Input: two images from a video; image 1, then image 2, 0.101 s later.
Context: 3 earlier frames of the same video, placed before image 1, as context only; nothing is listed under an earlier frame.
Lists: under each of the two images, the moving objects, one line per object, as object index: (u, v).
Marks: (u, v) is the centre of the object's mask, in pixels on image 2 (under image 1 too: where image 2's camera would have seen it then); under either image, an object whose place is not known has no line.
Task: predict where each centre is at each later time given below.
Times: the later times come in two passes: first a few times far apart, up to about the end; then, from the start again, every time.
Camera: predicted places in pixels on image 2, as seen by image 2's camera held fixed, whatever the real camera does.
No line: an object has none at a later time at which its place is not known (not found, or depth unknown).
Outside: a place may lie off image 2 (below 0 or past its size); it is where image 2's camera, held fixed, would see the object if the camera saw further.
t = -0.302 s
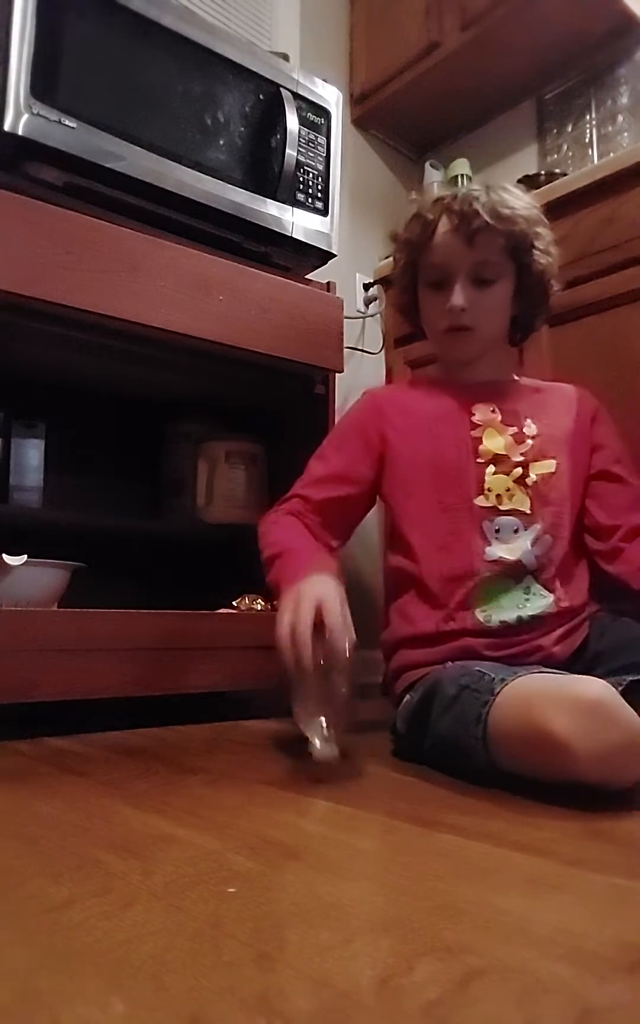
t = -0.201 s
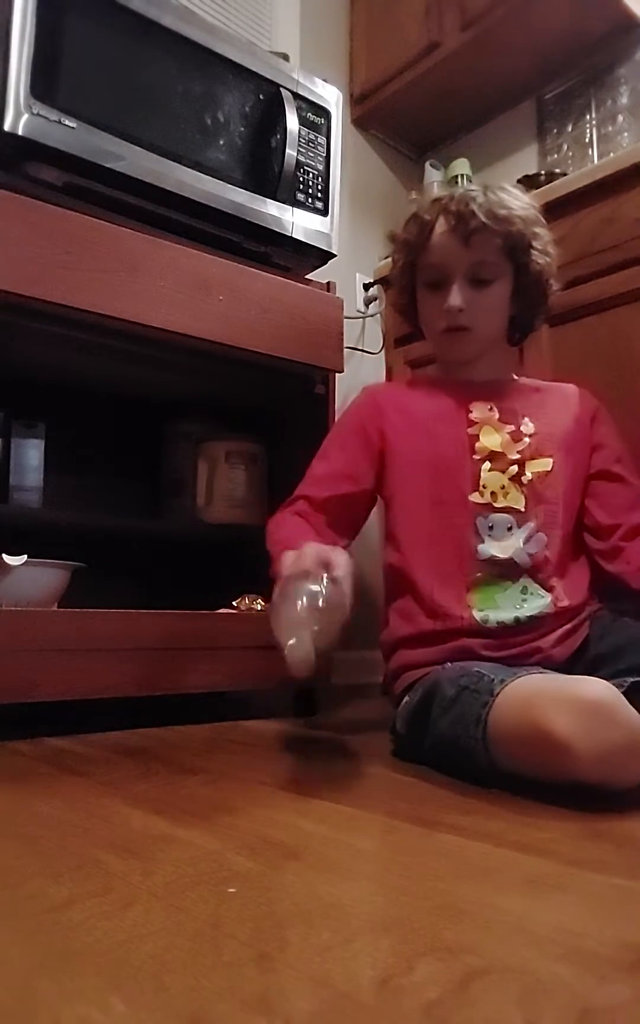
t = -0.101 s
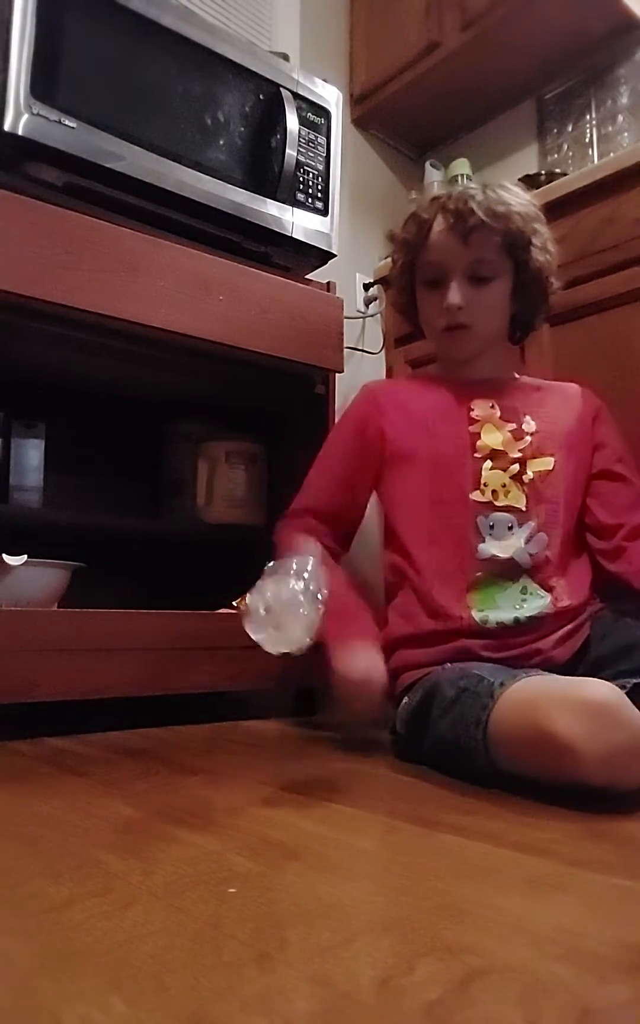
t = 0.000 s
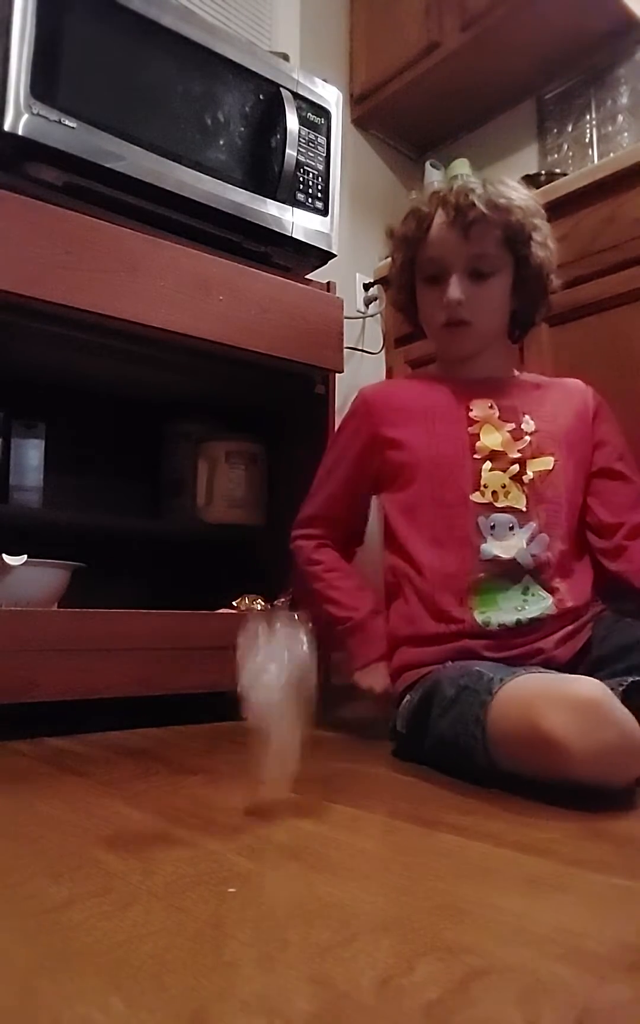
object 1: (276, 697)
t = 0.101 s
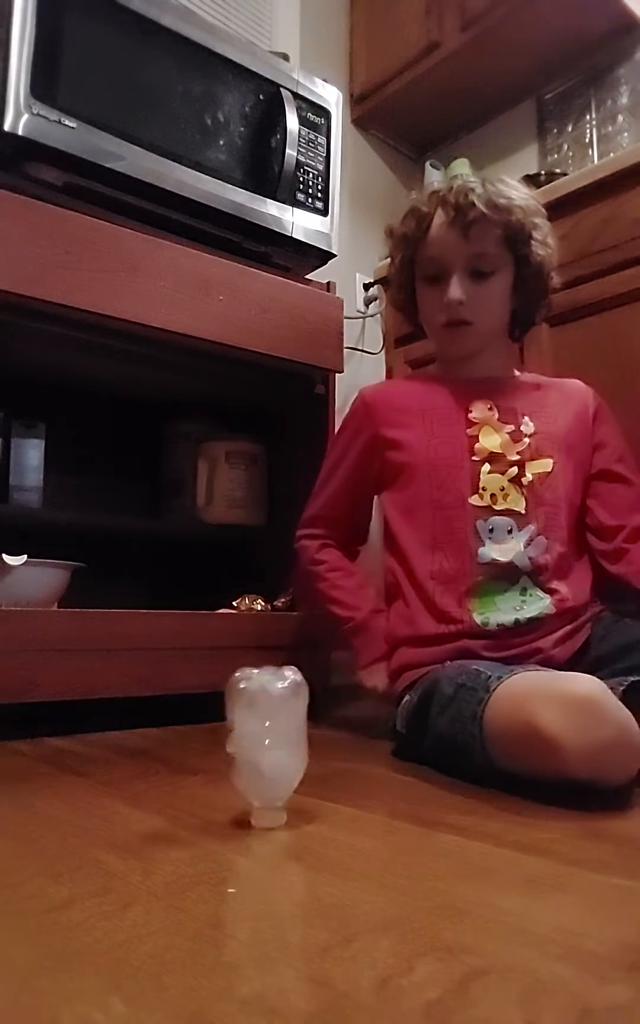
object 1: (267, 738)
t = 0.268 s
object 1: (273, 738)
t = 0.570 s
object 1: (276, 738)
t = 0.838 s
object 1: (271, 738)
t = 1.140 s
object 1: (279, 738)
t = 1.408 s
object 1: (279, 738)
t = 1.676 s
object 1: (279, 738)
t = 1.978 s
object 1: (279, 738)
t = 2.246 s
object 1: (279, 738)
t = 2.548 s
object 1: (279, 738)
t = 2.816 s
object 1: (279, 738)
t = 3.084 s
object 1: (279, 738)
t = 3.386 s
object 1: (279, 738)
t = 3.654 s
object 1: (280, 738)
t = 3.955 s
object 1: (279, 738)
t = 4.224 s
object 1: (279, 738)
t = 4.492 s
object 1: (279, 738)
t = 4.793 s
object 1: (279, 738)
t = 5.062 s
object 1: (279, 738)
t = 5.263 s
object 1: (279, 738)
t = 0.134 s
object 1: (266, 738)
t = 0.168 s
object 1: (267, 738)
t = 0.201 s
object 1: (268, 738)
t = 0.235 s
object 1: (270, 738)
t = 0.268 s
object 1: (273, 738)
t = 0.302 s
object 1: (274, 739)
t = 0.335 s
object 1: (275, 738)
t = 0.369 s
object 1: (278, 738)
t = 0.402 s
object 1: (279, 738)
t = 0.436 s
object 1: (279, 738)
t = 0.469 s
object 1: (279, 737)
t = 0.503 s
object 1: (278, 738)
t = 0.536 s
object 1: (277, 738)
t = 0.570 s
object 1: (276, 738)
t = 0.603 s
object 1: (276, 738)
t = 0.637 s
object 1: (275, 738)
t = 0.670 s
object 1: (273, 738)
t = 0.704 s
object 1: (272, 738)
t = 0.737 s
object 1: (272, 738)
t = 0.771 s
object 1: (271, 738)
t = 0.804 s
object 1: (271, 738)
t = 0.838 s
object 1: (271, 738)
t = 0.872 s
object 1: (271, 738)
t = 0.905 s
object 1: (271, 738)
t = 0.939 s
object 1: (272, 738)
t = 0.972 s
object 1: (274, 738)
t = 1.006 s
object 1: (276, 738)
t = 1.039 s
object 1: (278, 738)
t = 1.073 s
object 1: (279, 738)
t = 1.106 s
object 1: (279, 738)
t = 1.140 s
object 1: (279, 738)
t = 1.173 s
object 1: (279, 738)
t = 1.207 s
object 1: (279, 737)
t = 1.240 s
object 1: (279, 737)
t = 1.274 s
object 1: (278, 738)
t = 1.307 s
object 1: (278, 738)
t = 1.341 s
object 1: (278, 738)
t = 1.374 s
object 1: (278, 738)
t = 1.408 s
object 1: (279, 738)
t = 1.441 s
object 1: (279, 738)
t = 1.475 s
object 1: (279, 738)
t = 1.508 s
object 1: (279, 738)
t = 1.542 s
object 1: (279, 738)
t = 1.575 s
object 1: (279, 738)
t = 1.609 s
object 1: (279, 738)
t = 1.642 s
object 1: (279, 738)
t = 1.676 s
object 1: (279, 738)
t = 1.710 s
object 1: (279, 738)
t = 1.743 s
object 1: (279, 738)
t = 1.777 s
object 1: (279, 738)
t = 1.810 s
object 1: (279, 738)
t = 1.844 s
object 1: (279, 738)
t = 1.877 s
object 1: (279, 738)
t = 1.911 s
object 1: (280, 738)
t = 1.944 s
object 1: (279, 739)
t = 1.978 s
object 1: (279, 738)
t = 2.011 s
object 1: (279, 738)
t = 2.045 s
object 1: (279, 738)
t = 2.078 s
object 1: (279, 738)
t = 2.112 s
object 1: (279, 738)
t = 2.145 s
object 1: (279, 738)
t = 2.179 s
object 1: (279, 738)
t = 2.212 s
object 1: (279, 738)
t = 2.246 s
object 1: (279, 738)
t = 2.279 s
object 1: (279, 738)
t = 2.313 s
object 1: (279, 738)
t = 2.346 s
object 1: (279, 738)
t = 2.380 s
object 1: (279, 738)
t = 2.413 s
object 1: (279, 738)
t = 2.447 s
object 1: (279, 738)
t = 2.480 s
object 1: (279, 738)
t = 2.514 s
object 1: (279, 738)
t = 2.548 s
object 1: (279, 738)
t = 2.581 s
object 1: (279, 738)
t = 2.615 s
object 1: (279, 738)
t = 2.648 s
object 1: (279, 738)
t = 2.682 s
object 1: (279, 738)
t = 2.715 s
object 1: (279, 738)
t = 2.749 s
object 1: (279, 738)
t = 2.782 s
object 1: (279, 738)
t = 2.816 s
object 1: (279, 738)
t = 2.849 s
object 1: (279, 738)
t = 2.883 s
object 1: (279, 738)
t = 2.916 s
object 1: (279, 738)
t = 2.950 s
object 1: (279, 738)
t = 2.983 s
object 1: (279, 738)
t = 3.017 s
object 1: (279, 738)
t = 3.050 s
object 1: (279, 738)
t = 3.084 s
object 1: (279, 738)
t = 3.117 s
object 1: (279, 738)
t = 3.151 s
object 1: (279, 738)
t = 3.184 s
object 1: (279, 738)
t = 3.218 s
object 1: (279, 738)
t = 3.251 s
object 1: (279, 738)
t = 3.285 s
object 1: (279, 738)
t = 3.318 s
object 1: (280, 738)
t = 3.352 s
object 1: (279, 738)
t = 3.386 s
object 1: (279, 738)
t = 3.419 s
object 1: (280, 738)
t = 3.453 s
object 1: (280, 738)
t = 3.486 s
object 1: (280, 738)
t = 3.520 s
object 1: (279, 738)
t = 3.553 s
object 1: (279, 738)
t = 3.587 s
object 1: (280, 738)
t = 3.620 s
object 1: (280, 738)
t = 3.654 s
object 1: (280, 738)
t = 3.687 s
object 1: (280, 738)
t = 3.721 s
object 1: (280, 738)
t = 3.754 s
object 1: (280, 738)
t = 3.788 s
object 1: (280, 738)
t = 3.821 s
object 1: (279, 738)
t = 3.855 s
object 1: (279, 738)
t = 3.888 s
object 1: (279, 738)
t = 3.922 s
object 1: (279, 738)
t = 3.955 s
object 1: (279, 738)
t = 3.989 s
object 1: (279, 738)
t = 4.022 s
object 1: (279, 738)
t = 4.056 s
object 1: (279, 738)
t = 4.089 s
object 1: (279, 738)
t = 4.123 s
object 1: (279, 738)
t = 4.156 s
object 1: (279, 738)
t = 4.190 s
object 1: (279, 738)
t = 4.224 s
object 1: (279, 738)
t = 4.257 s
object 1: (279, 738)
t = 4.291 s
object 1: (280, 738)
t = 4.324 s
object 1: (280, 738)
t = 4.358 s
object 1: (280, 738)
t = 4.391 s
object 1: (280, 738)
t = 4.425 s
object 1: (279, 738)
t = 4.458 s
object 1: (279, 738)
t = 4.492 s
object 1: (279, 738)
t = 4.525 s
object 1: (279, 738)
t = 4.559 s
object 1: (279, 738)
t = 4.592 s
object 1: (279, 738)
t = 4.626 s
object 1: (279, 738)
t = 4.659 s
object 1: (279, 738)
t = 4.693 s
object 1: (279, 738)
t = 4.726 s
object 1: (279, 738)
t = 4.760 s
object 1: (279, 738)
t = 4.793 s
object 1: (279, 738)
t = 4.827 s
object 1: (279, 738)
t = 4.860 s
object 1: (279, 738)
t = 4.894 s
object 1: (279, 738)
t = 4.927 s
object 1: (279, 738)
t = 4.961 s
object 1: (279, 738)
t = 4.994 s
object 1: (279, 738)
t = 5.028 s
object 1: (279, 738)
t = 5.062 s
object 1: (279, 738)
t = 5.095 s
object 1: (279, 738)
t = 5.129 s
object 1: (279, 738)
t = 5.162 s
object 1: (279, 738)
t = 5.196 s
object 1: (279, 738)
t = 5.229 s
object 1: (279, 738)
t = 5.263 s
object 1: (279, 738)
